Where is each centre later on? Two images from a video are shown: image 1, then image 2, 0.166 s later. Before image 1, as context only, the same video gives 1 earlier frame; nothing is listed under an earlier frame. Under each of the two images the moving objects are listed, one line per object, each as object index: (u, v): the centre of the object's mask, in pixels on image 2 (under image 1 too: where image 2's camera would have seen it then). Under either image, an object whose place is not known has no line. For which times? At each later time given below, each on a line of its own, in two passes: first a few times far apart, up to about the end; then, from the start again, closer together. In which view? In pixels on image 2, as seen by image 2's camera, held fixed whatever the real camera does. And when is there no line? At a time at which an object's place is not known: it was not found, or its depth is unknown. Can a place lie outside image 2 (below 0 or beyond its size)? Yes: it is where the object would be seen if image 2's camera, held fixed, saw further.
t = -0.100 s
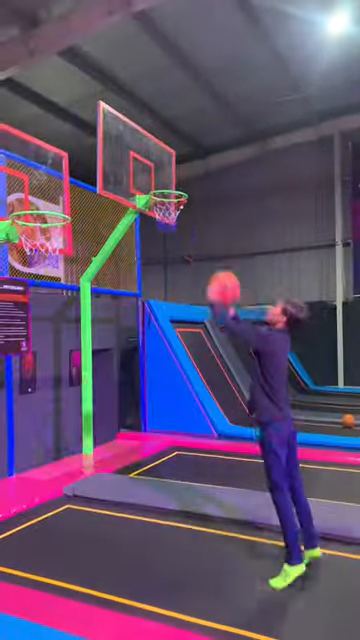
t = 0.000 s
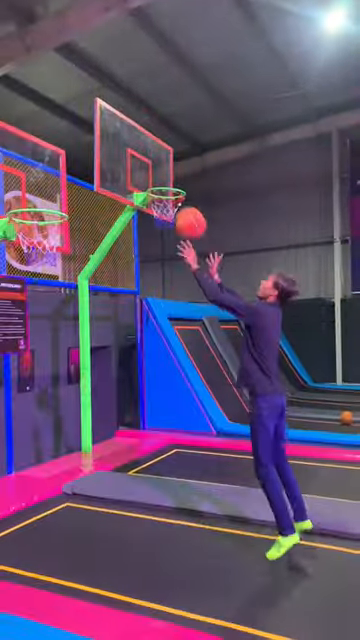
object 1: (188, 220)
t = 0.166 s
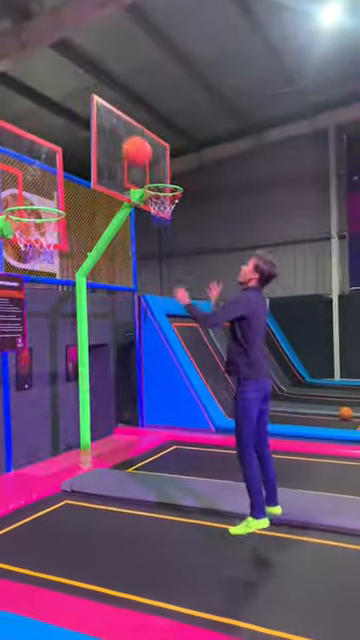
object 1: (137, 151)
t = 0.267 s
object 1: (109, 130)
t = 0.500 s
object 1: (51, 129)
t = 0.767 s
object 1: (20, 186)
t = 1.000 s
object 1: (54, 257)
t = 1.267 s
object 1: (80, 376)
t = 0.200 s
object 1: (127, 143)
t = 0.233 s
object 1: (118, 135)
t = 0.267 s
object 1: (109, 130)
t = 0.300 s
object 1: (101, 126)
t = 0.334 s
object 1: (92, 121)
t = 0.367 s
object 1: (81, 121)
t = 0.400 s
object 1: (75, 122)
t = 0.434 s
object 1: (67, 123)
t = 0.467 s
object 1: (58, 126)
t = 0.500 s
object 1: (51, 129)
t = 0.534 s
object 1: (43, 134)
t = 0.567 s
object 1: (35, 142)
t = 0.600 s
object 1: (28, 150)
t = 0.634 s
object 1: (21, 159)
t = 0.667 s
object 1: (13, 167)
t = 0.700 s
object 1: (11, 175)
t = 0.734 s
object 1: (15, 180)
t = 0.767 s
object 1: (20, 186)
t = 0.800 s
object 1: (27, 192)
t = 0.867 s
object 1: (39, 213)
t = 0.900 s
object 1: (41, 218)
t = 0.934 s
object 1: (47, 234)
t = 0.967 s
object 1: (51, 241)
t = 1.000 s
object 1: (54, 257)
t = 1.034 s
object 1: (58, 265)
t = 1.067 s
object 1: (61, 277)
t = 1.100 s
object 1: (63, 289)
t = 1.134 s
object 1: (67, 305)
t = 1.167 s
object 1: (70, 320)
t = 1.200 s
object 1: (73, 337)
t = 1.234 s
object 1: (76, 357)
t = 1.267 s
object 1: (80, 376)
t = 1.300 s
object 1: (83, 398)
